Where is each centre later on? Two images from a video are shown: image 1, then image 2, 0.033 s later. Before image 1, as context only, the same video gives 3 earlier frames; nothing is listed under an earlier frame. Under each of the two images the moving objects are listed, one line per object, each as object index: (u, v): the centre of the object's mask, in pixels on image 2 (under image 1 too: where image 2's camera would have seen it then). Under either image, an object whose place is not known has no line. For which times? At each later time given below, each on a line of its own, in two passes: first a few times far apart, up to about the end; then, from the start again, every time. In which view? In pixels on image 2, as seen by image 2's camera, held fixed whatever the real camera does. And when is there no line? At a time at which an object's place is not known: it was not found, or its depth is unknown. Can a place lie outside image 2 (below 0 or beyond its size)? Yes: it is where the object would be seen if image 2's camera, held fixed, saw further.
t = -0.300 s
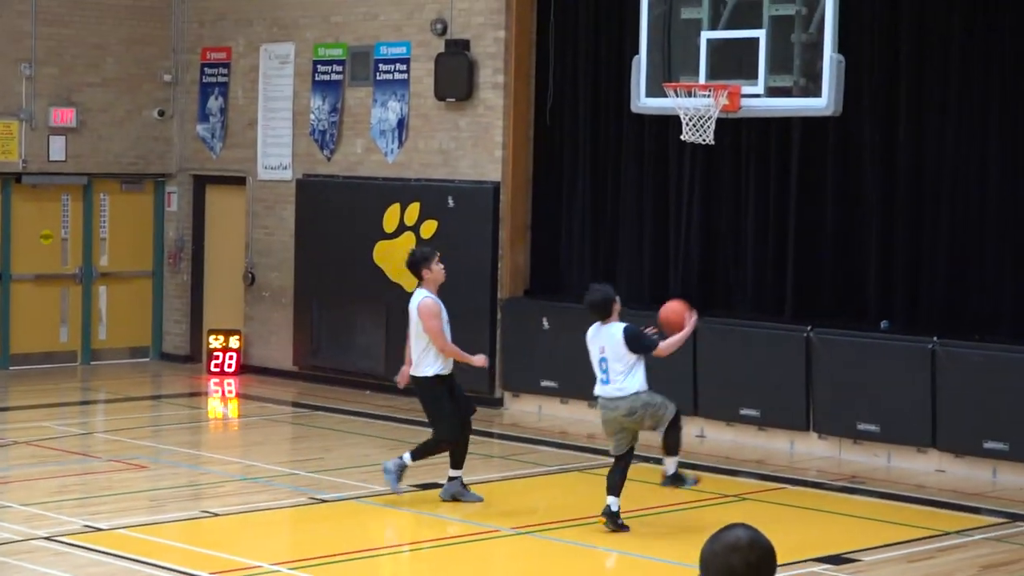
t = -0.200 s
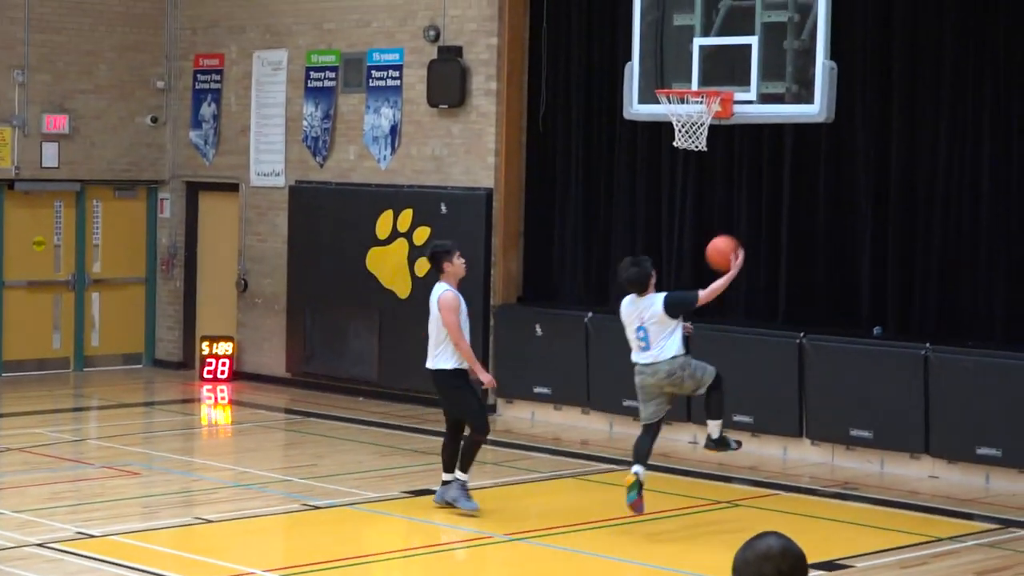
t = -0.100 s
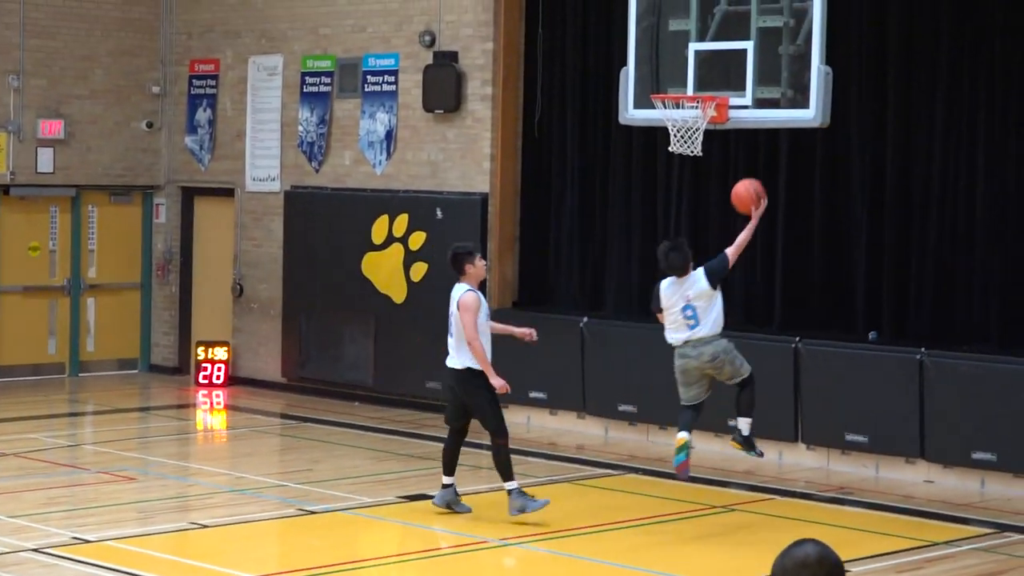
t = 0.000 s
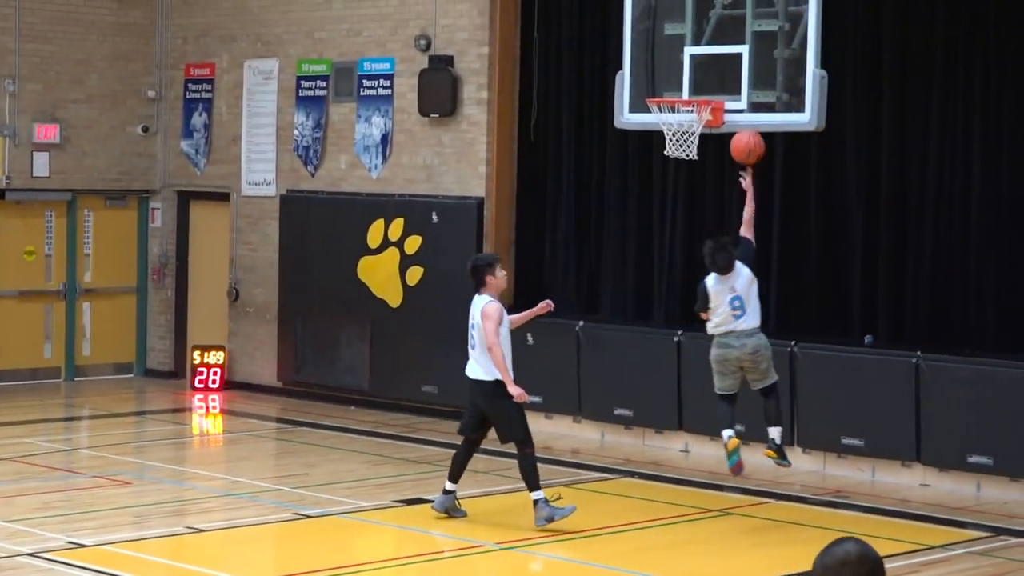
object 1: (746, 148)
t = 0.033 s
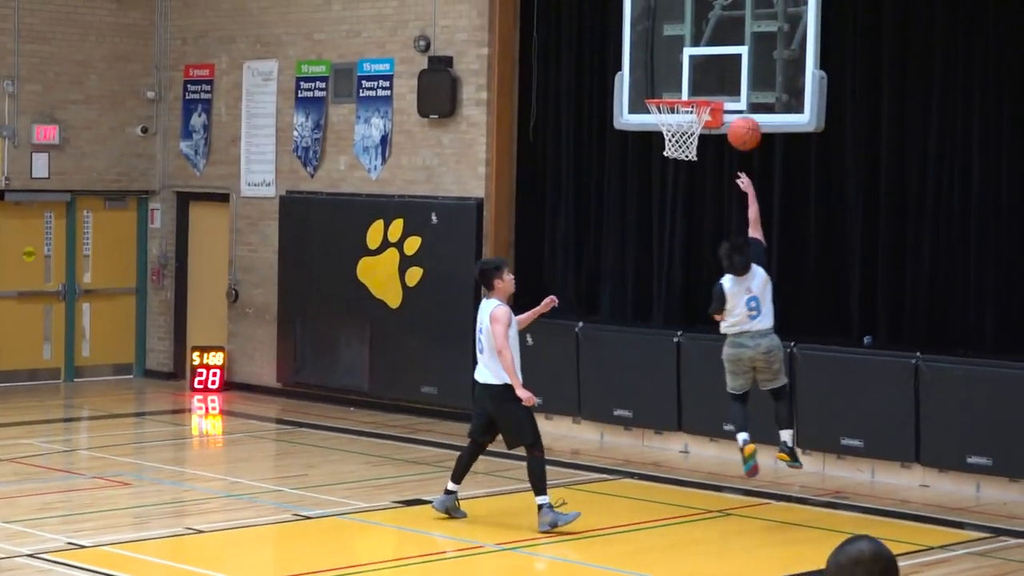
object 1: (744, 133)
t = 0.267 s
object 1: (713, 79)
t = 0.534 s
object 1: (677, 119)
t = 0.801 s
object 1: (695, 152)
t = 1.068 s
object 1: (675, 213)
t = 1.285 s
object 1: (661, 336)
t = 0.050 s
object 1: (743, 126)
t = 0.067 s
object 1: (742, 120)
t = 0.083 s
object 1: (740, 113)
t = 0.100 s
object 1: (739, 108)
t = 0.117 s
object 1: (738, 102)
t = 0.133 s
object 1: (737, 98)
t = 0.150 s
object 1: (736, 93)
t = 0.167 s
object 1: (734, 89)
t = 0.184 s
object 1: (733, 86)
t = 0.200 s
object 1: (729, 84)
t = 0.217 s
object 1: (725, 82)
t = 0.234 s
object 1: (722, 81)
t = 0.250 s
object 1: (717, 80)
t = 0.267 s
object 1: (713, 79)
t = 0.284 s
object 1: (709, 79)
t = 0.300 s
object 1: (705, 79)
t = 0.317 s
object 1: (701, 80)
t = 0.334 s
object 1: (696, 80)
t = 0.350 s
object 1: (692, 82)
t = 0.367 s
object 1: (688, 83)
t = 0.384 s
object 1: (684, 84)
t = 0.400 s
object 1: (679, 86)
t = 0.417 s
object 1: (675, 88)
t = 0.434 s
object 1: (671, 89)
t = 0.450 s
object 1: (667, 91)
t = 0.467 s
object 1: (663, 100)
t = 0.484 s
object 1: (665, 105)
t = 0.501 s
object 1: (668, 110)
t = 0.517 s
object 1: (674, 115)
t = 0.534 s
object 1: (677, 119)
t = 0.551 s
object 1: (681, 124)
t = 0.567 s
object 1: (684, 131)
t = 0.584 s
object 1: (687, 135)
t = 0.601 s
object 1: (690, 137)
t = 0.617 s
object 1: (689, 153)
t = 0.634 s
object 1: (690, 152)
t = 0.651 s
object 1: (692, 151)
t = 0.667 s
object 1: (693, 150)
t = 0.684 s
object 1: (694, 149)
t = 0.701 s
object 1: (694, 149)
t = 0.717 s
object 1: (695, 149)
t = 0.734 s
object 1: (695, 149)
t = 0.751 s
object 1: (696, 149)
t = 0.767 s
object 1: (696, 150)
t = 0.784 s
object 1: (695, 151)
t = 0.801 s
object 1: (695, 152)
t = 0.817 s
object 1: (694, 153)
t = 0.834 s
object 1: (693, 154)
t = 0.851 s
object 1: (691, 156)
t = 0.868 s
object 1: (690, 159)
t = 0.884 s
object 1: (689, 161)
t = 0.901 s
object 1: (687, 164)
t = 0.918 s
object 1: (686, 166)
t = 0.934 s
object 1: (684, 169)
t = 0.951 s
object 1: (683, 173)
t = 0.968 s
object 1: (682, 177)
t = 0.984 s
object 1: (680, 182)
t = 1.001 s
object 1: (679, 188)
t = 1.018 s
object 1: (678, 193)
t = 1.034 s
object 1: (677, 200)
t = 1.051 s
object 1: (676, 206)
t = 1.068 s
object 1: (675, 213)
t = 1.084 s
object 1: (673, 220)
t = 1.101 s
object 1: (672, 228)
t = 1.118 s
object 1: (671, 236)
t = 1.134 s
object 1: (670, 245)
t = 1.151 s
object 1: (669, 254)
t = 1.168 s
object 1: (668, 263)
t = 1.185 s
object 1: (667, 272)
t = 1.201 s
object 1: (666, 282)
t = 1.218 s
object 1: (664, 292)
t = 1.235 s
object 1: (663, 303)
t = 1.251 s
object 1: (662, 314)
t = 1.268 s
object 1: (662, 325)
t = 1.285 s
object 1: (661, 336)
